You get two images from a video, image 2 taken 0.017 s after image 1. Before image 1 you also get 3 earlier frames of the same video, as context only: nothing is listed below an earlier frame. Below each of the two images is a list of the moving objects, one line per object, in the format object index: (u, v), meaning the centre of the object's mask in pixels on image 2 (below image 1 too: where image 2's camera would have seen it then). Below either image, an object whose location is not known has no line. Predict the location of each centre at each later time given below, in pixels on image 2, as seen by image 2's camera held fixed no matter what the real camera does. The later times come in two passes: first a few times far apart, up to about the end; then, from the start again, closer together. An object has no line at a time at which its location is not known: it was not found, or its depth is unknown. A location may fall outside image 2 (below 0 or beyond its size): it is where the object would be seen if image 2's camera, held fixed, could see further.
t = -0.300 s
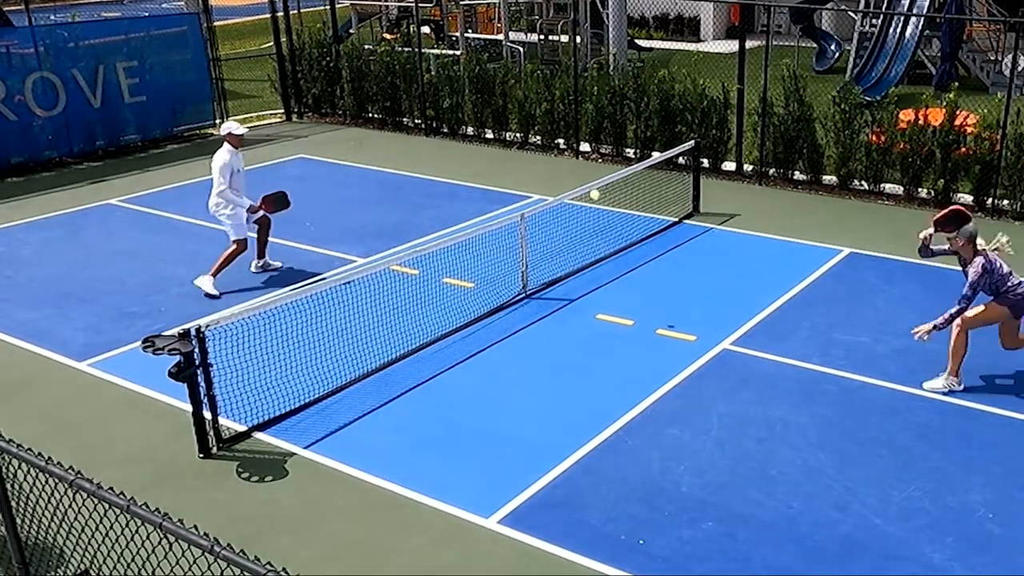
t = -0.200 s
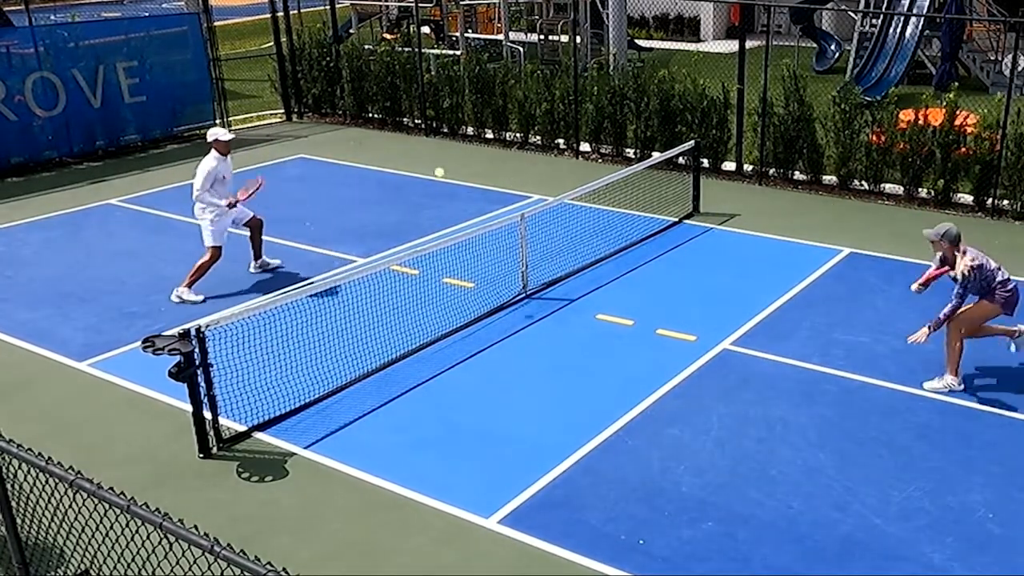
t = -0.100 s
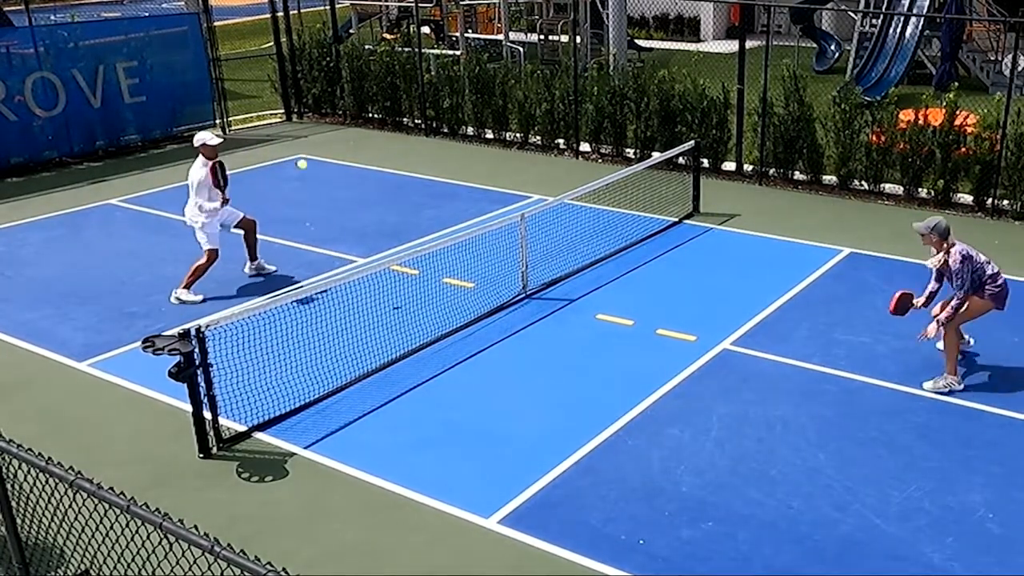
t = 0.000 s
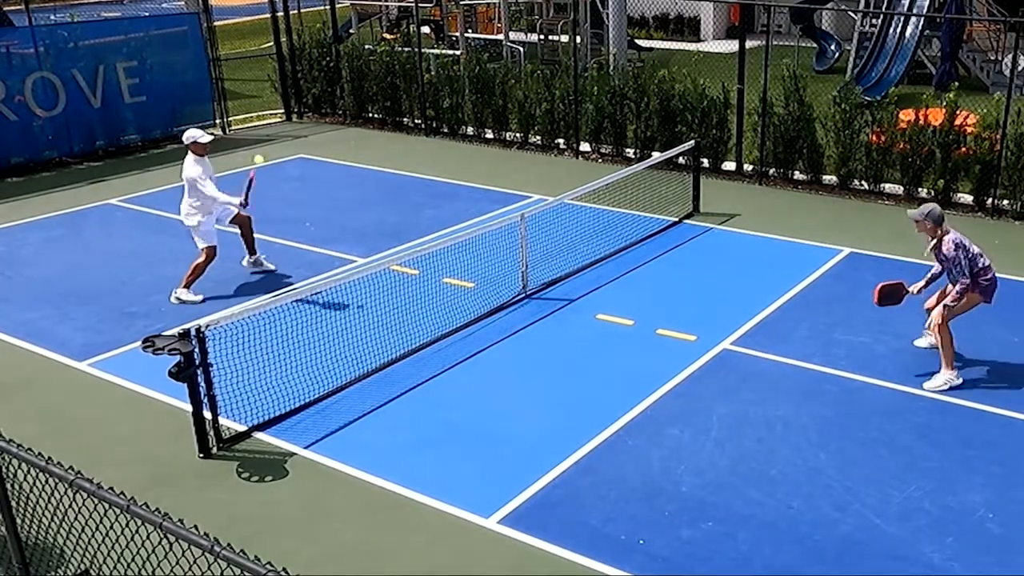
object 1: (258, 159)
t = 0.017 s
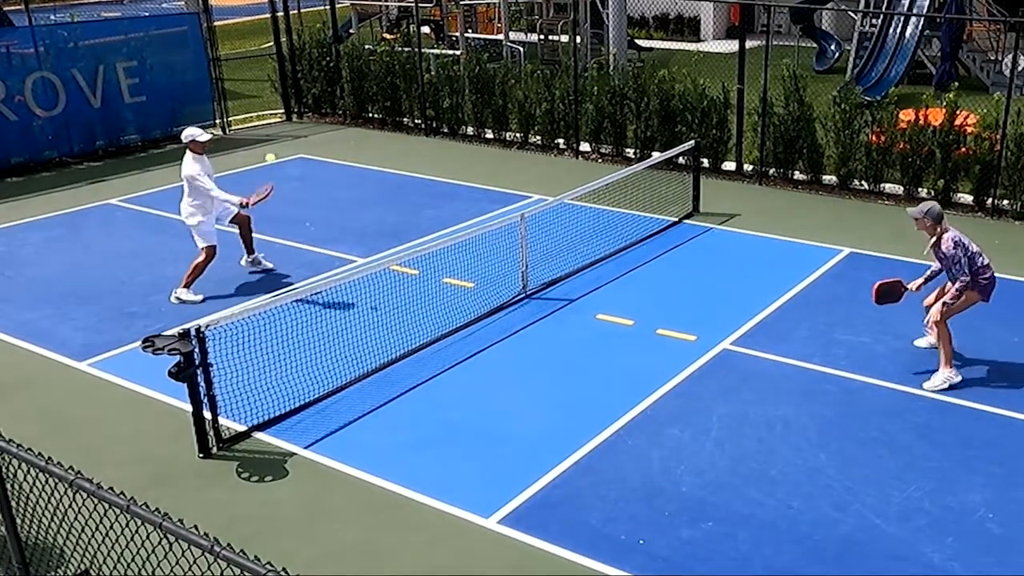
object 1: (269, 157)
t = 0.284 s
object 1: (475, 174)
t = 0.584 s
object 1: (719, 284)
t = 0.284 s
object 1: (475, 174)
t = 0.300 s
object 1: (488, 178)
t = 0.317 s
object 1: (502, 182)
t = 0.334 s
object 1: (516, 186)
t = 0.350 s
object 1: (529, 190)
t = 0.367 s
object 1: (543, 194)
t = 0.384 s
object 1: (556, 200)
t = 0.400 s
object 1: (570, 206)
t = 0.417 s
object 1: (583, 212)
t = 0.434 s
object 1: (597, 218)
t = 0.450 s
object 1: (611, 224)
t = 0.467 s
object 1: (625, 231)
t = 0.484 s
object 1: (638, 238)
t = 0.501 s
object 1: (652, 245)
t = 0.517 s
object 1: (665, 252)
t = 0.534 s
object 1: (679, 260)
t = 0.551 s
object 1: (692, 268)
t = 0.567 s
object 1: (706, 276)
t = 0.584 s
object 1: (719, 284)
